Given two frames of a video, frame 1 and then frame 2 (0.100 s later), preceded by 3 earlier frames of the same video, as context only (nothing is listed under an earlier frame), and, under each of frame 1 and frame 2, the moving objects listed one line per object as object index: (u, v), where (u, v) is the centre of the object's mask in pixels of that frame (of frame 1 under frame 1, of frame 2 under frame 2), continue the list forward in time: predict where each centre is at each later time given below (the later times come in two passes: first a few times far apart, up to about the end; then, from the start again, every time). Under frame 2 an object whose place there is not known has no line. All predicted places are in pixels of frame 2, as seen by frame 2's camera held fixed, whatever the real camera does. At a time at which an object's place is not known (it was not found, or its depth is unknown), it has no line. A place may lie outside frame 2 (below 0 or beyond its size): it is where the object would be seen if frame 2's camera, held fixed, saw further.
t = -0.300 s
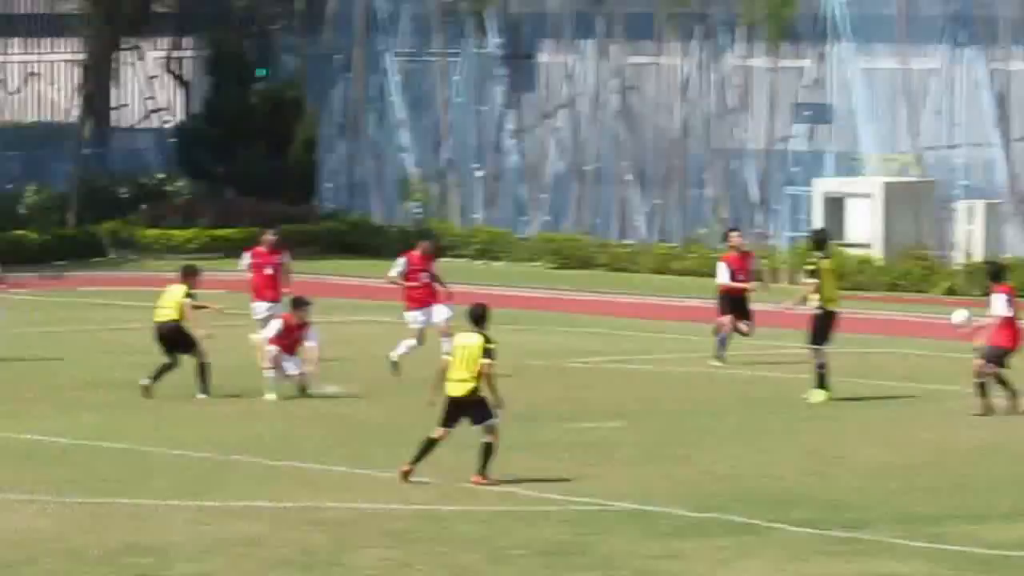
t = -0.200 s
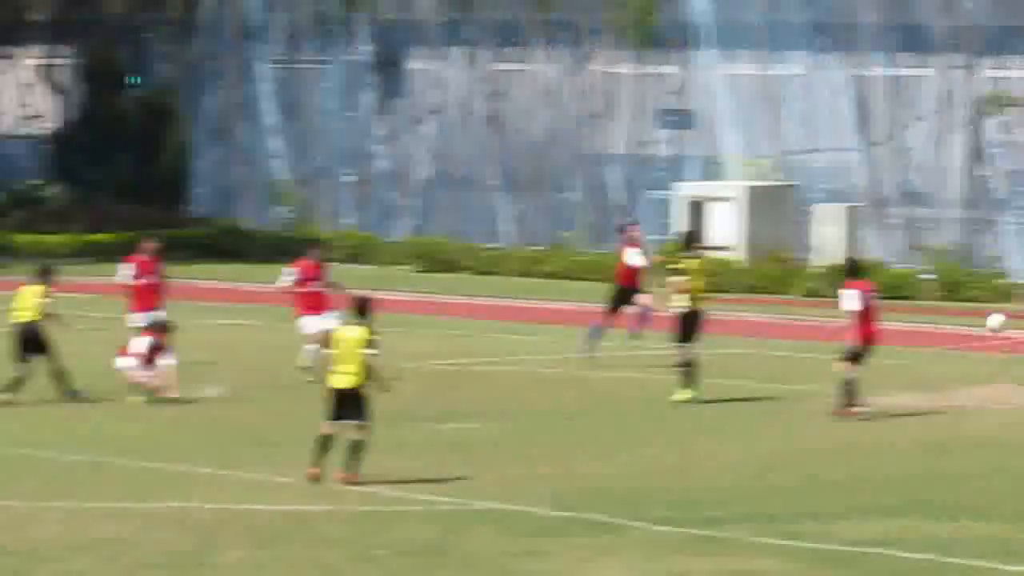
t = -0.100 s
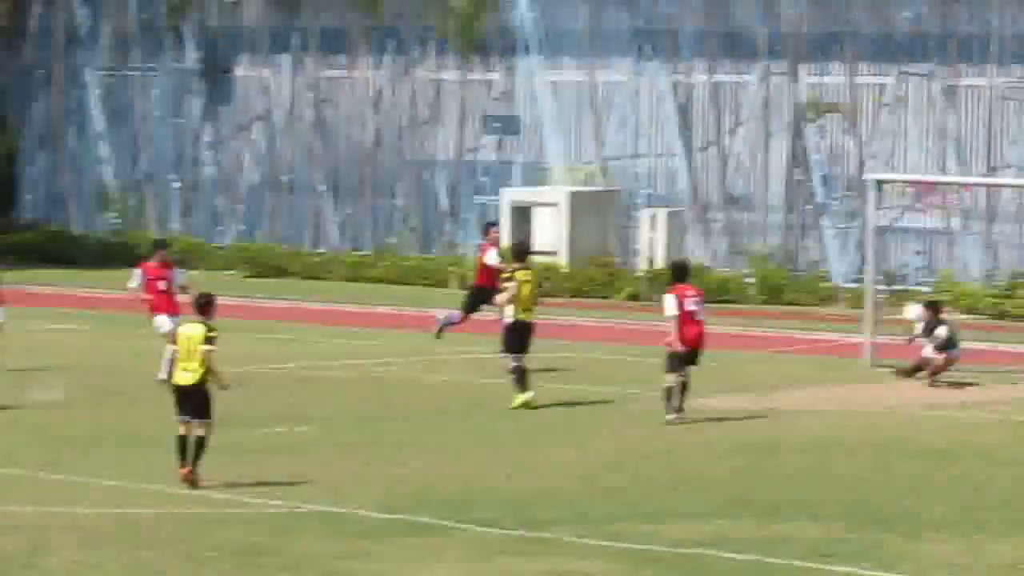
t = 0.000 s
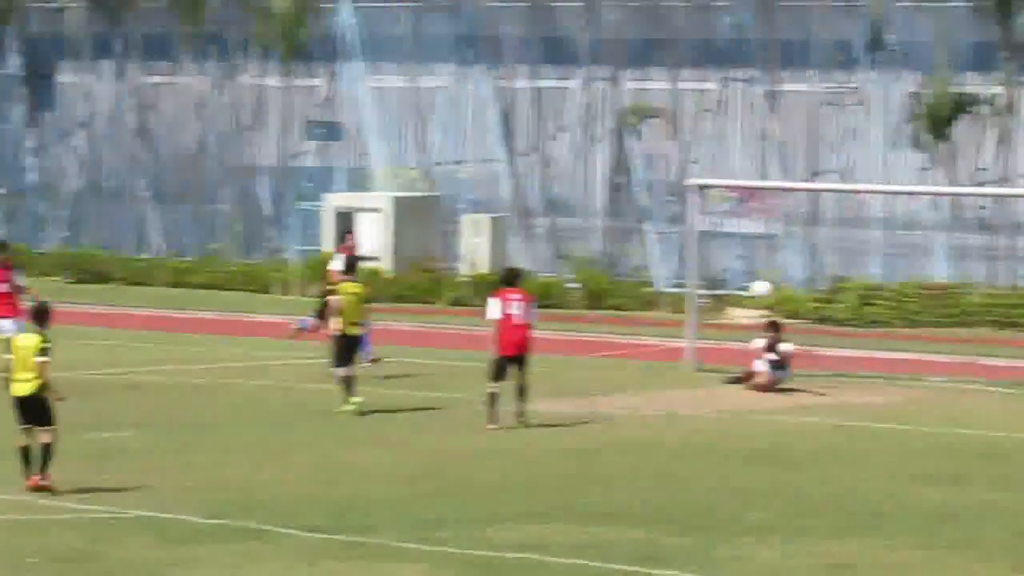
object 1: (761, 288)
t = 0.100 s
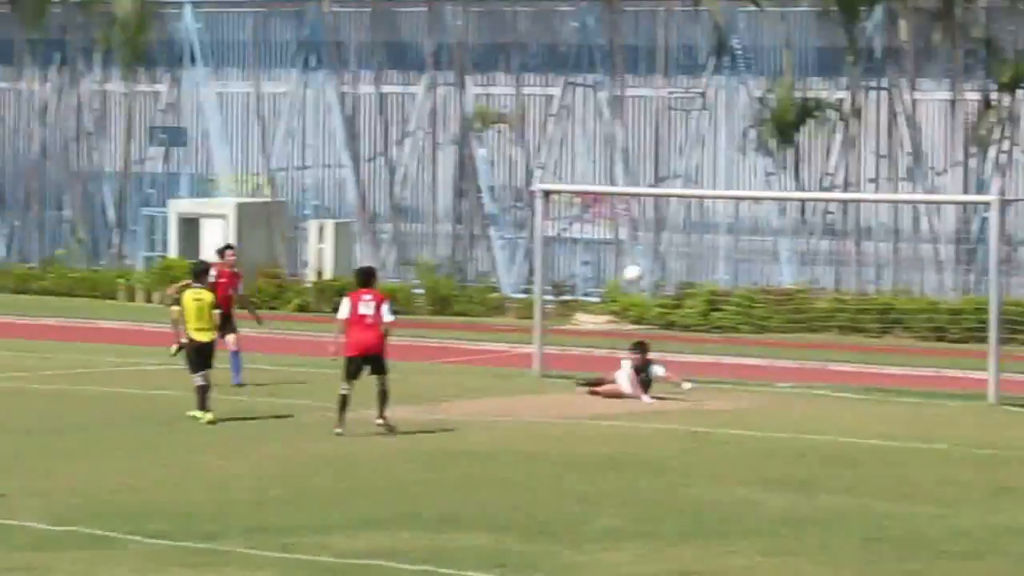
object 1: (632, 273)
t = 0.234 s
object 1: (664, 261)
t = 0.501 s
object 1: (733, 279)
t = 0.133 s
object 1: (641, 269)
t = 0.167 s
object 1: (648, 265)
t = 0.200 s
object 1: (656, 263)
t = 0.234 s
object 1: (664, 261)
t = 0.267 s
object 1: (673, 261)
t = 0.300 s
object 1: (681, 261)
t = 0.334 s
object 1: (688, 262)
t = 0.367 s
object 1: (697, 263)
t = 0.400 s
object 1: (707, 266)
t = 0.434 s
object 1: (716, 270)
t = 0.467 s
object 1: (723, 274)
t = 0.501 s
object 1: (733, 279)
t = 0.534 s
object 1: (741, 285)
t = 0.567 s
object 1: (750, 291)
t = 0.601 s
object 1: (759, 299)
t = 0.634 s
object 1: (769, 308)
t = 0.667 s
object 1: (778, 319)
